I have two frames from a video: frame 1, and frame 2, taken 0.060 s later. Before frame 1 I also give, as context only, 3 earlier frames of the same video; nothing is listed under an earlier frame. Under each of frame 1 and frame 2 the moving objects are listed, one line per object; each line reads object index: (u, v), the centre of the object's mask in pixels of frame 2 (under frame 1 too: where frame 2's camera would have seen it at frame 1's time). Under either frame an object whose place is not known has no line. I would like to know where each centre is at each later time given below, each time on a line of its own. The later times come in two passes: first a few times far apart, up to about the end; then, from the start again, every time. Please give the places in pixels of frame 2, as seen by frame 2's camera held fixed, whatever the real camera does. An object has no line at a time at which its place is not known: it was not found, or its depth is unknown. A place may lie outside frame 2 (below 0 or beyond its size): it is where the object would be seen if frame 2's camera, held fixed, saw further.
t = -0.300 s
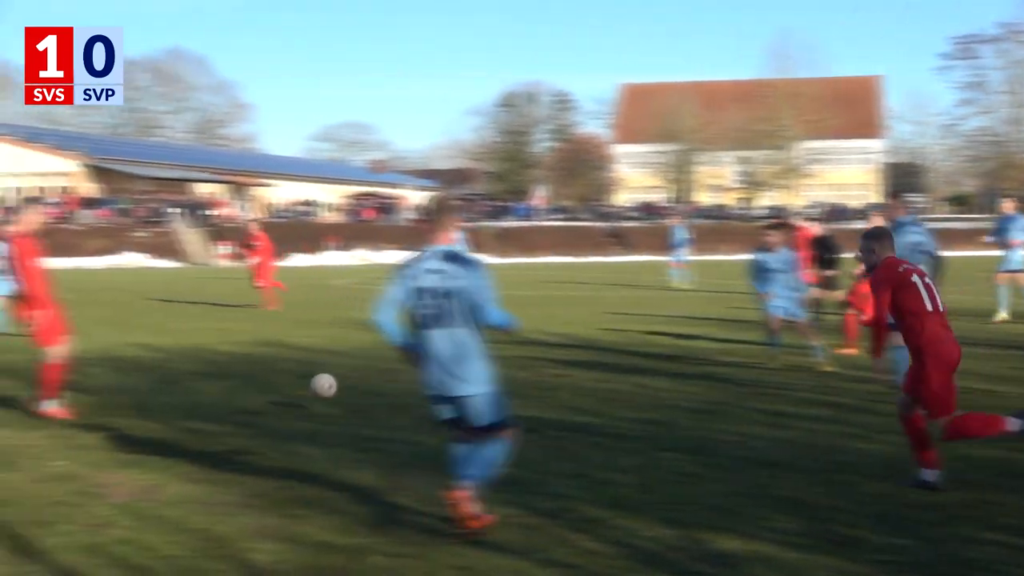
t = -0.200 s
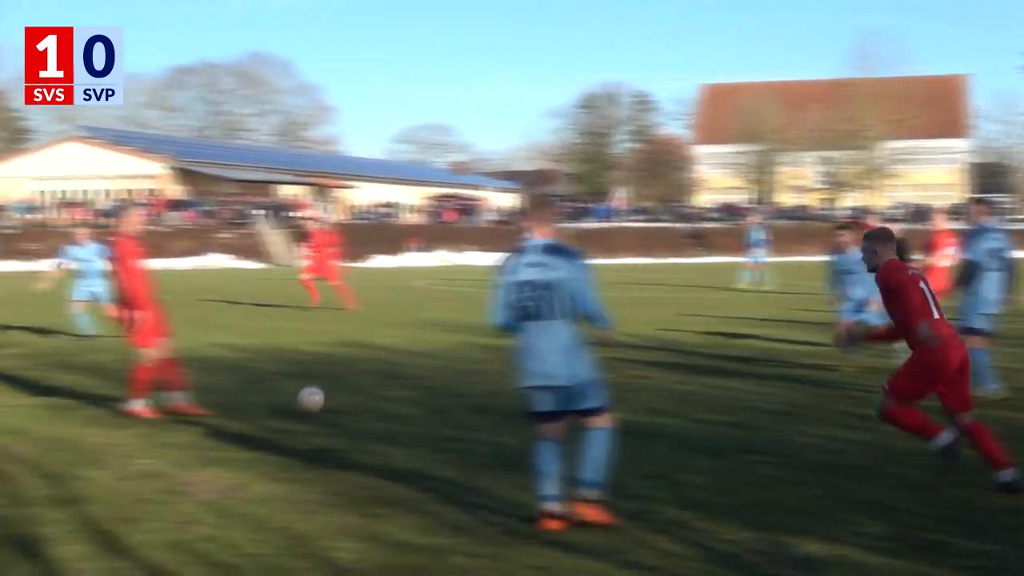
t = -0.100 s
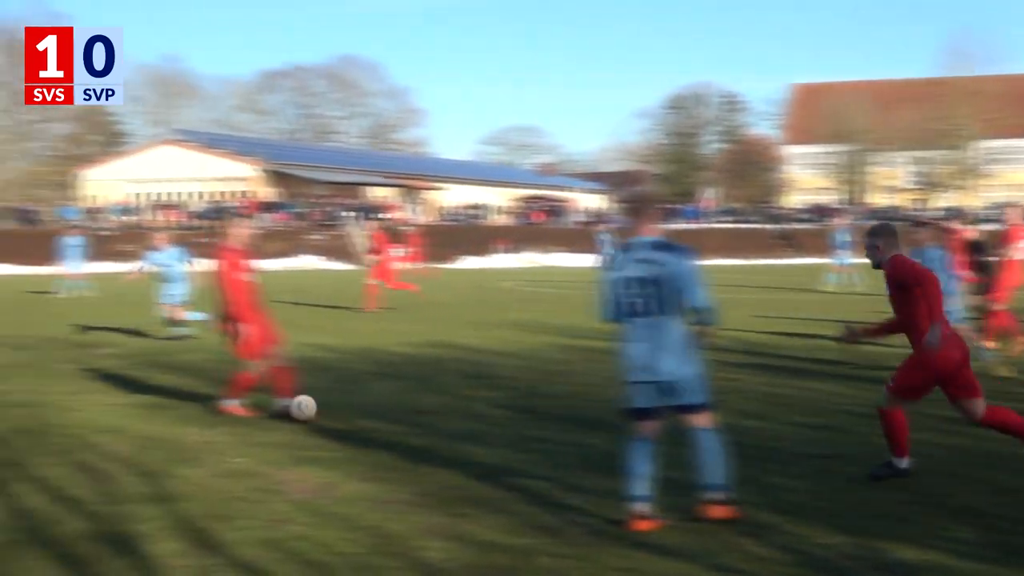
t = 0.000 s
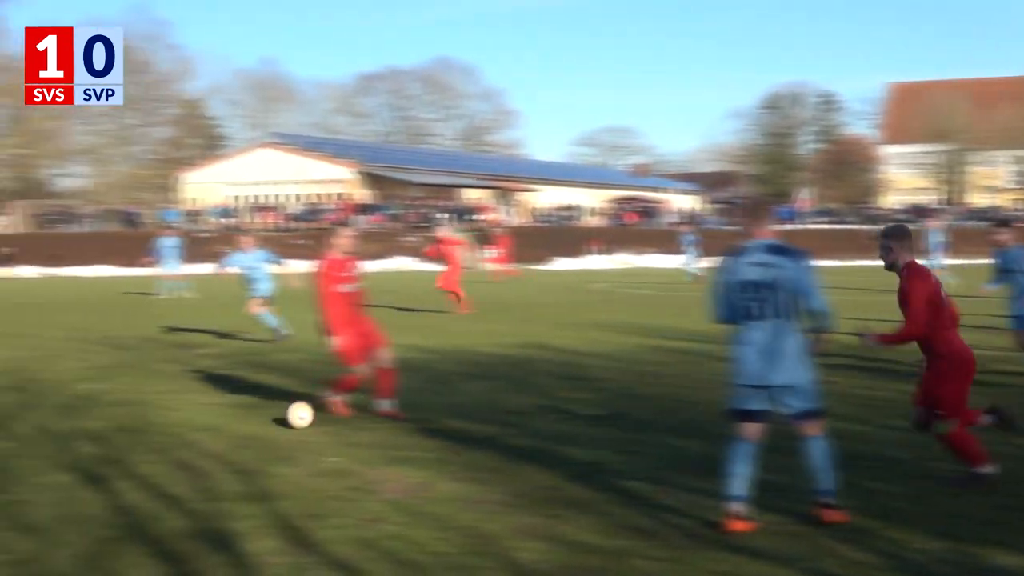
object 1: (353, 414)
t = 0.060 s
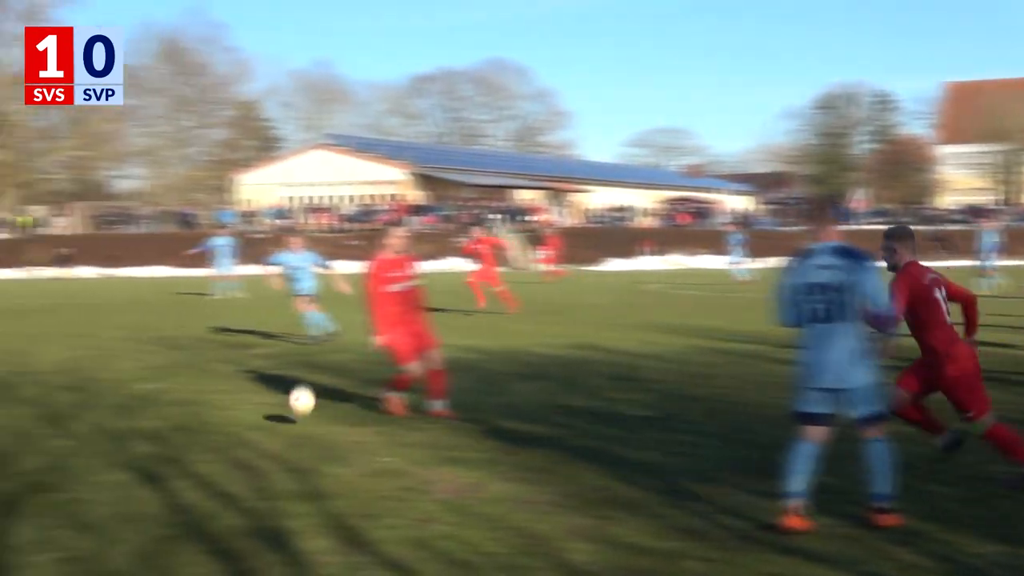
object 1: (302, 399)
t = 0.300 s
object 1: (106, 345)
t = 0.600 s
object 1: (-144, 391)
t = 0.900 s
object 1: (-439, 419)
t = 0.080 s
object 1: (285, 392)
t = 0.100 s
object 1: (269, 386)
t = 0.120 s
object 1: (253, 379)
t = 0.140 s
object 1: (237, 373)
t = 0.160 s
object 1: (220, 368)
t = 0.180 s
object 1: (204, 364)
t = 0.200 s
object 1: (188, 359)
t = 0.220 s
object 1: (171, 355)
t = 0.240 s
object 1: (154, 352)
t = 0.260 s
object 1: (138, 350)
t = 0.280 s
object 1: (122, 348)
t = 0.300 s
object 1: (106, 345)
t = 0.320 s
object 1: (89, 344)
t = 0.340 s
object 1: (73, 344)
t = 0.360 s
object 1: (56, 344)
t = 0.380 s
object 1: (40, 345)
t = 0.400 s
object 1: (24, 346)
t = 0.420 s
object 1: (7, 347)
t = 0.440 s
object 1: (-10, 349)
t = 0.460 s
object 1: (-26, 352)
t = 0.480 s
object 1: (-42, 356)
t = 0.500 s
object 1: (-59, 360)
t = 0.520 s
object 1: (-76, 364)
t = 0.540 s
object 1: (-93, 370)
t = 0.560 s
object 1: (-109, 376)
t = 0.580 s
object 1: (-127, 383)
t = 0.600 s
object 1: (-144, 391)
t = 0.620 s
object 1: (-161, 399)
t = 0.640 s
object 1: (-178, 408)
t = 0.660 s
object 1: (-195, 418)
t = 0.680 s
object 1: (-214, 427)
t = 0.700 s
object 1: (-231, 437)
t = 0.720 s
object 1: (-251, 435)
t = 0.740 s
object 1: (-271, 432)
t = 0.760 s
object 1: (-291, 429)
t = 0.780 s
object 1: (-311, 425)
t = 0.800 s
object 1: (-332, 423)
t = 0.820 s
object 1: (-353, 421)
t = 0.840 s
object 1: (-374, 420)
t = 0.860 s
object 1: (-396, 419)
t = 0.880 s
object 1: (-417, 418)
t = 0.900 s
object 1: (-439, 419)
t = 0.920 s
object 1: (-462, 420)
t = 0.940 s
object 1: (-484, 422)
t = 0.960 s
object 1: (-506, 425)
